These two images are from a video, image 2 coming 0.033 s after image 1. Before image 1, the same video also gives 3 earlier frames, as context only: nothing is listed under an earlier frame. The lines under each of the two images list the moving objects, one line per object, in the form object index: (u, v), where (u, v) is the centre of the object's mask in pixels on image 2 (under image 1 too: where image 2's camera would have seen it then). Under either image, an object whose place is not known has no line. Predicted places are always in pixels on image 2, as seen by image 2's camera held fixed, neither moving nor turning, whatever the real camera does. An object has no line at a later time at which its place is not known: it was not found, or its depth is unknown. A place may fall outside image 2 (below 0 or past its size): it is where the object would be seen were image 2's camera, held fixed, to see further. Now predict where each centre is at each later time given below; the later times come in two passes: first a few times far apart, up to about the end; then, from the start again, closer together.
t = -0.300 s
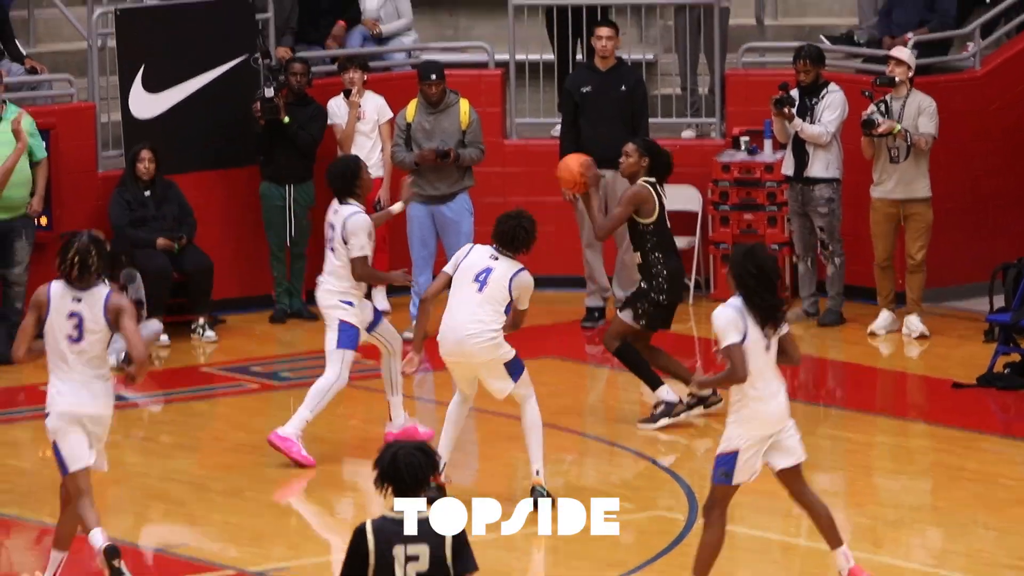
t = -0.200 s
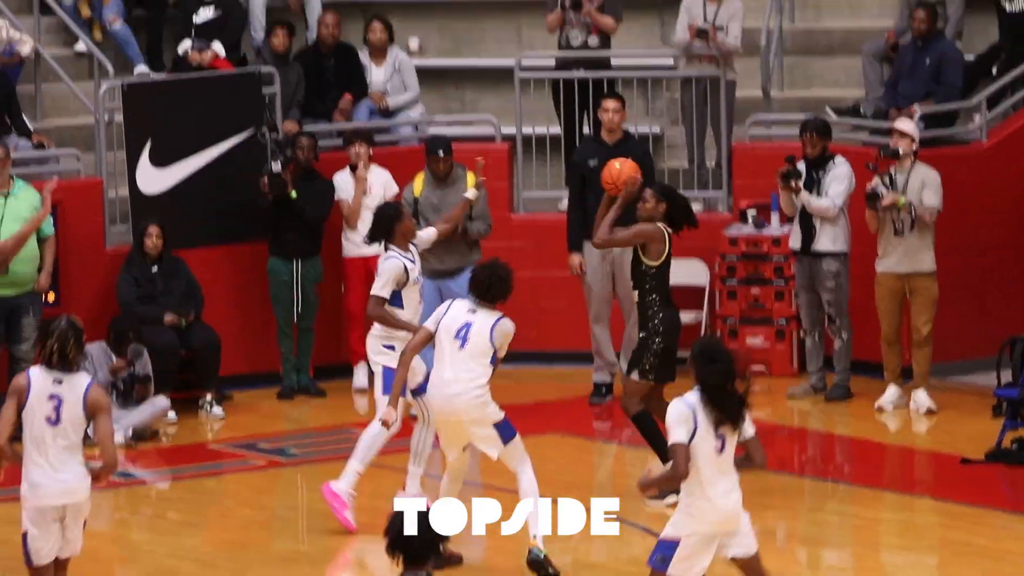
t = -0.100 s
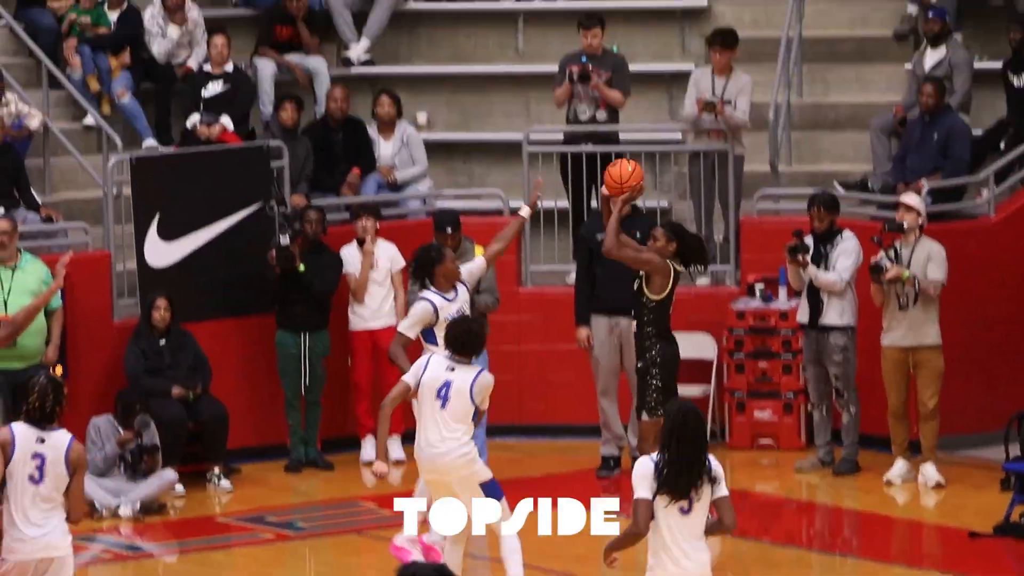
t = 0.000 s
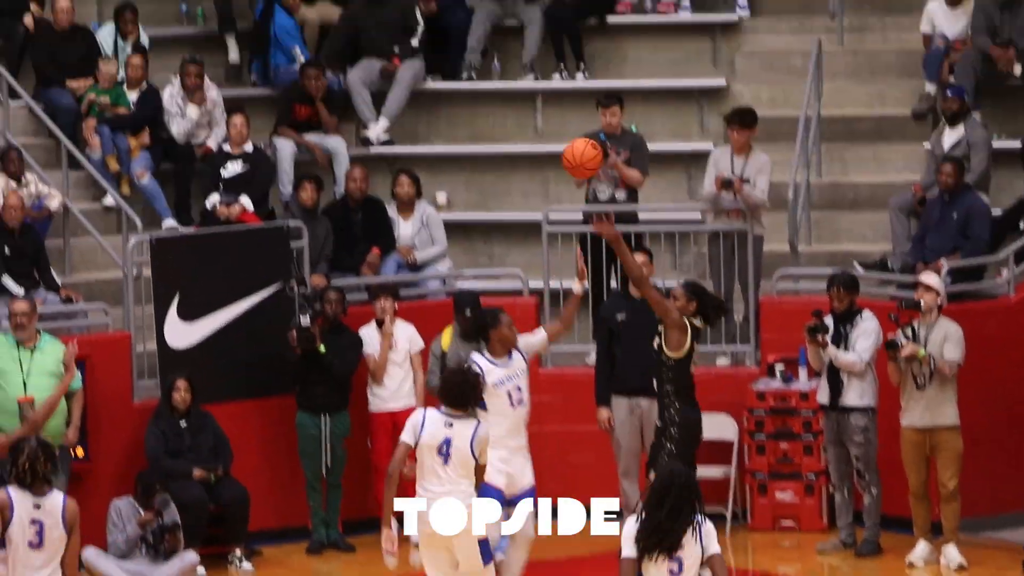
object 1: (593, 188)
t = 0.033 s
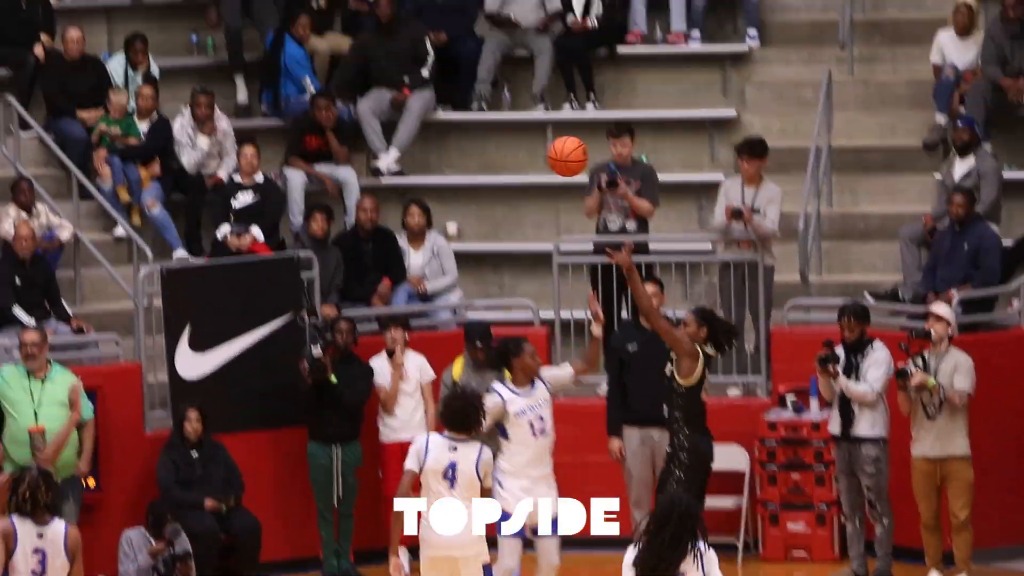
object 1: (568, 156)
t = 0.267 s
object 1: (392, -23)
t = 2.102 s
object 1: (-396, 157)
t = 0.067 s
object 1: (542, 126)
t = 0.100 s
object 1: (517, 97)
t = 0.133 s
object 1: (492, 70)
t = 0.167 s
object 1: (467, 44)
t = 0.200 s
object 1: (442, 21)
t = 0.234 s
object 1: (417, -2)
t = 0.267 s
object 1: (392, -23)
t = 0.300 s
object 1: (366, -41)
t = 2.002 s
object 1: (-407, 85)
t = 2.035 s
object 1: (-404, 106)
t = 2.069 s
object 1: (-402, 130)
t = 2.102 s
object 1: (-396, 157)
